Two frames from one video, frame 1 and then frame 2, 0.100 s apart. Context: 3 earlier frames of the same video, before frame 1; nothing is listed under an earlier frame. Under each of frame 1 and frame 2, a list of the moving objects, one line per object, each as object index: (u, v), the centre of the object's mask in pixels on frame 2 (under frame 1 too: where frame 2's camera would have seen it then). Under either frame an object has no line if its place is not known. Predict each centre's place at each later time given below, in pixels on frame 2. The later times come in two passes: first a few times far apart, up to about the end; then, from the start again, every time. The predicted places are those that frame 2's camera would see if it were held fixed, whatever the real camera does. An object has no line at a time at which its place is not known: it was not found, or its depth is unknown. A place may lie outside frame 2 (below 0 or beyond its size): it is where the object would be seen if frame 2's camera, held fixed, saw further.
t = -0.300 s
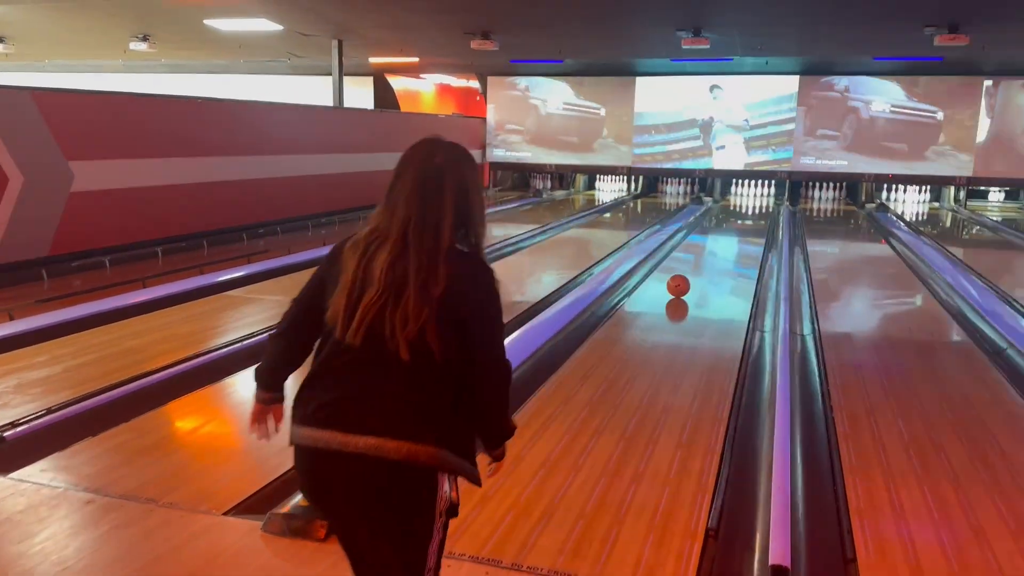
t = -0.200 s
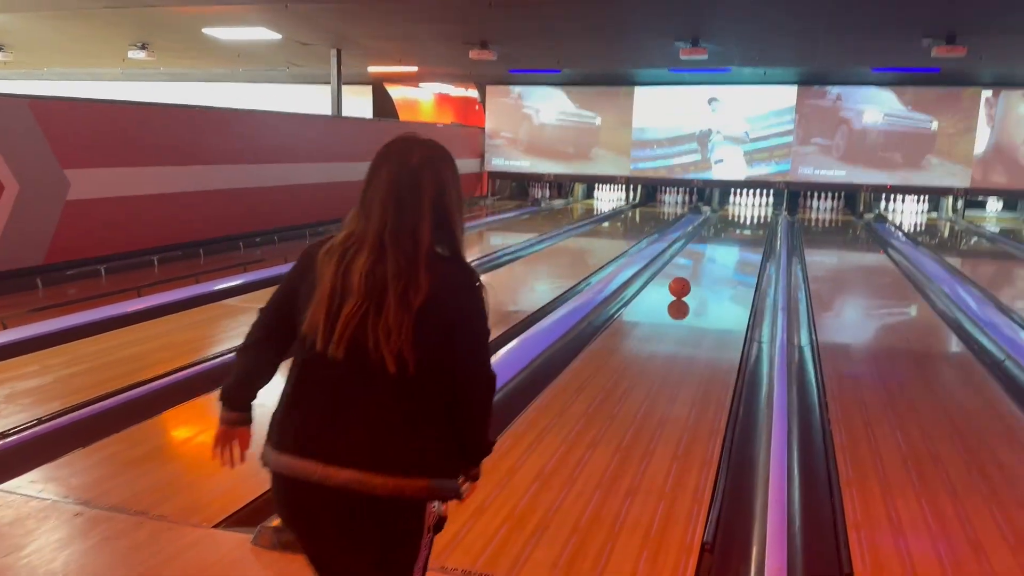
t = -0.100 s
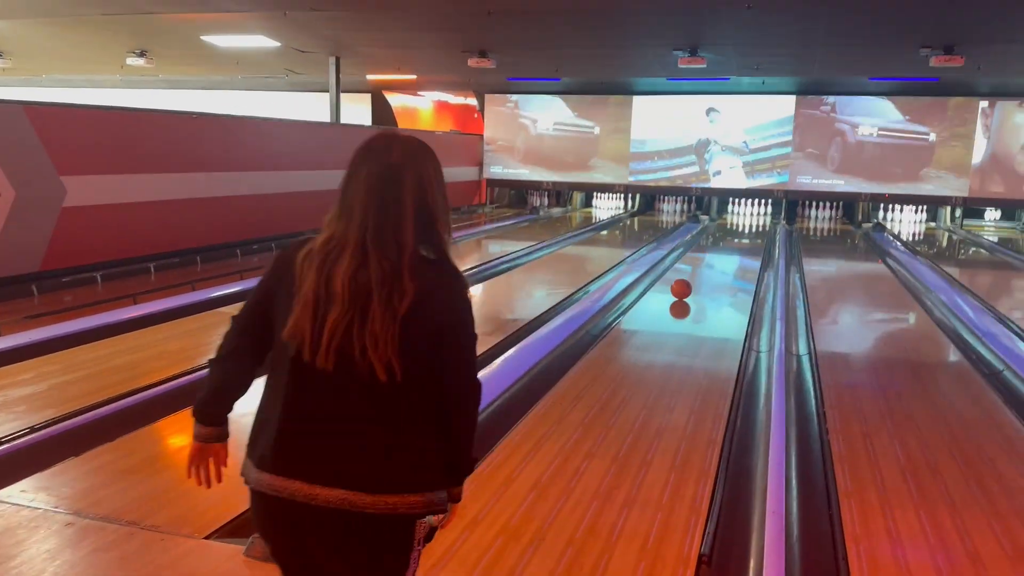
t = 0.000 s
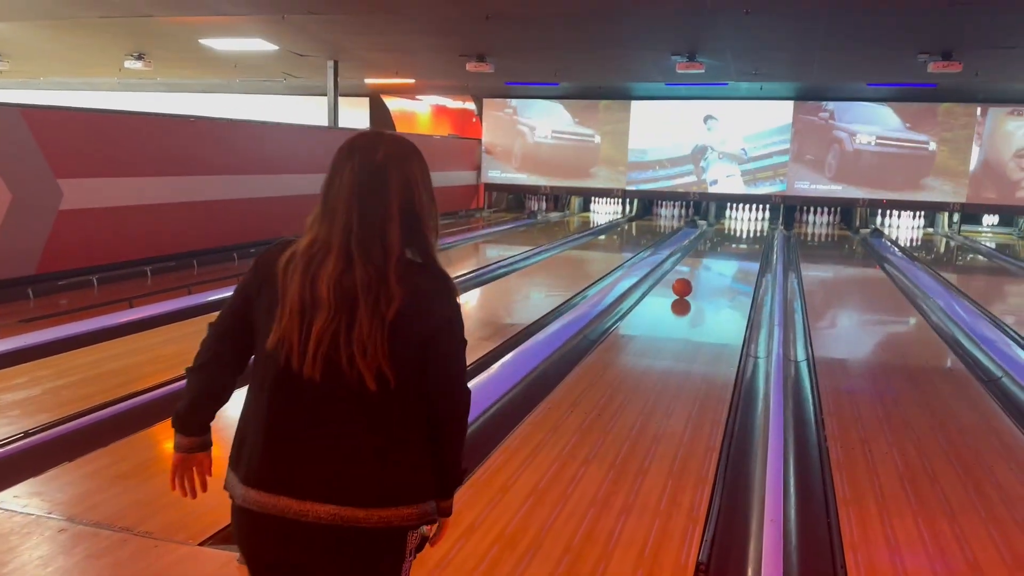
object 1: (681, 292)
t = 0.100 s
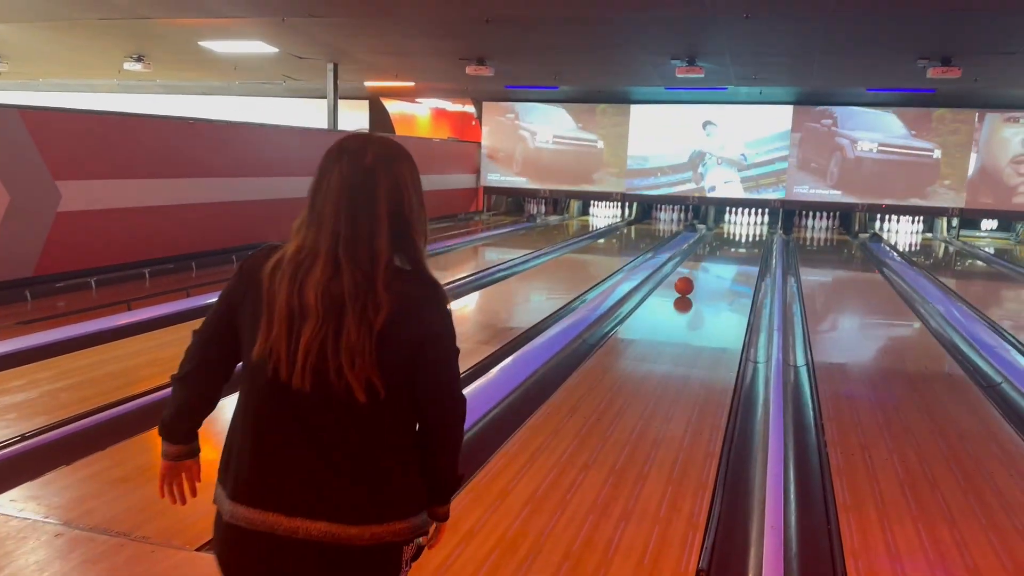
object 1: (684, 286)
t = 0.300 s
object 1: (689, 276)
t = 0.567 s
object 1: (694, 265)
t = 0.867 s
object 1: (698, 256)
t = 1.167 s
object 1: (702, 248)
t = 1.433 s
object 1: (704, 243)
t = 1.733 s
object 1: (704, 237)
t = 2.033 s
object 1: (703, 235)
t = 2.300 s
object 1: (706, 232)
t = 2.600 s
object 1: (710, 229)
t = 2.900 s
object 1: (713, 226)
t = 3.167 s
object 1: (716, 224)
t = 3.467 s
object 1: (717, 222)
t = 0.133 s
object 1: (685, 284)
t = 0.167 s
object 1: (686, 283)
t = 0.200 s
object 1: (687, 281)
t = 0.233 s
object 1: (687, 279)
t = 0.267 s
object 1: (688, 278)
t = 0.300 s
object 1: (689, 276)
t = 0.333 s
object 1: (690, 274)
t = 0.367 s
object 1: (690, 273)
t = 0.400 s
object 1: (691, 271)
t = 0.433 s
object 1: (692, 270)
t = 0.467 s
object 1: (692, 269)
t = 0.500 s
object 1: (693, 267)
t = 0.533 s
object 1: (693, 266)
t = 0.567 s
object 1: (694, 265)
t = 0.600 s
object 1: (694, 264)
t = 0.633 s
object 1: (695, 263)
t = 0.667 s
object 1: (696, 262)
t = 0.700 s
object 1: (696, 260)
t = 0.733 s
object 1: (696, 259)
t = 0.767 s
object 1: (697, 258)
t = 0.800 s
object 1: (697, 257)
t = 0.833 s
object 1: (698, 256)
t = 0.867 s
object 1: (698, 256)
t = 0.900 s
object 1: (699, 255)
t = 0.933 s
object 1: (699, 254)
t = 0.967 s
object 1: (699, 253)
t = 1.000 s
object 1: (700, 252)
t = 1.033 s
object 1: (700, 251)
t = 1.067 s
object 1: (700, 250)
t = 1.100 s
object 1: (701, 249)
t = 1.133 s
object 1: (702, 249)
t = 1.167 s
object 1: (702, 248)
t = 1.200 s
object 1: (702, 247)
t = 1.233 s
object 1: (702, 247)
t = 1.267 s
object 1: (703, 246)
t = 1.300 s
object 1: (703, 245)
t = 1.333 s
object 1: (703, 245)
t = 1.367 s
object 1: (703, 244)
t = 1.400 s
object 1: (703, 243)
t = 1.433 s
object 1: (704, 243)
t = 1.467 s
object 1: (703, 242)
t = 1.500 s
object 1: (704, 242)
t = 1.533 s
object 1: (704, 241)
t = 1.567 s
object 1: (704, 240)
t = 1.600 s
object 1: (704, 239)
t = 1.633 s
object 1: (705, 239)
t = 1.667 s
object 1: (704, 238)
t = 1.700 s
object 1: (705, 238)
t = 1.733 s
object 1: (704, 237)
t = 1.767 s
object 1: (705, 236)
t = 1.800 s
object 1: (704, 236)
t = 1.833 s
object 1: (704, 236)
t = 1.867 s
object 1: (703, 236)
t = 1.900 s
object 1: (703, 236)
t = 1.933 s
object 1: (702, 236)
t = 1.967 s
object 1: (701, 237)
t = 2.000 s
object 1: (702, 236)
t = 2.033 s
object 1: (703, 235)
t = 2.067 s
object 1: (703, 235)
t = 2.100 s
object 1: (704, 234)
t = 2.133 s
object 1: (703, 234)
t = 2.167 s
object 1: (704, 233)
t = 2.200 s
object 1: (704, 233)
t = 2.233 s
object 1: (705, 233)
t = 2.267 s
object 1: (705, 233)
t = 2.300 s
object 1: (706, 232)
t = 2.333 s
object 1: (706, 232)
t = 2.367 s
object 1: (707, 231)
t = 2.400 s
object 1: (708, 231)
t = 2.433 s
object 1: (708, 231)
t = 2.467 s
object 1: (708, 231)
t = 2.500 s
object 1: (708, 231)
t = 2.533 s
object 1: (710, 229)
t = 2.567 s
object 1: (710, 229)
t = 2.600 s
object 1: (710, 229)
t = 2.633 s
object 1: (711, 229)
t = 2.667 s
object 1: (711, 228)
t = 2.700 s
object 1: (711, 228)
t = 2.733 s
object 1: (712, 228)
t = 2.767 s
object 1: (712, 227)
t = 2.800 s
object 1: (713, 227)
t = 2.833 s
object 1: (713, 227)
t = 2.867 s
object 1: (713, 226)
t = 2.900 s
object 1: (713, 226)
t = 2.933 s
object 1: (713, 226)
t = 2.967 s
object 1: (713, 226)
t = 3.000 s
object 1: (714, 226)
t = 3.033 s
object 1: (714, 225)
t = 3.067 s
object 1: (715, 225)
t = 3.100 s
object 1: (715, 225)
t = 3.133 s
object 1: (715, 224)
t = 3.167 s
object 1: (716, 224)
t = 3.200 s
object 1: (717, 224)
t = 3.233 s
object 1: (718, 224)
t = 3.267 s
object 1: (717, 224)
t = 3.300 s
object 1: (717, 224)
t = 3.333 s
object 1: (717, 224)
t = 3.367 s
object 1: (717, 224)
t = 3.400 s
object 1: (718, 223)
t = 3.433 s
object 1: (718, 223)
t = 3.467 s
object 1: (717, 222)
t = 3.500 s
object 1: (715, 222)
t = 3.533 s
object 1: (713, 222)
